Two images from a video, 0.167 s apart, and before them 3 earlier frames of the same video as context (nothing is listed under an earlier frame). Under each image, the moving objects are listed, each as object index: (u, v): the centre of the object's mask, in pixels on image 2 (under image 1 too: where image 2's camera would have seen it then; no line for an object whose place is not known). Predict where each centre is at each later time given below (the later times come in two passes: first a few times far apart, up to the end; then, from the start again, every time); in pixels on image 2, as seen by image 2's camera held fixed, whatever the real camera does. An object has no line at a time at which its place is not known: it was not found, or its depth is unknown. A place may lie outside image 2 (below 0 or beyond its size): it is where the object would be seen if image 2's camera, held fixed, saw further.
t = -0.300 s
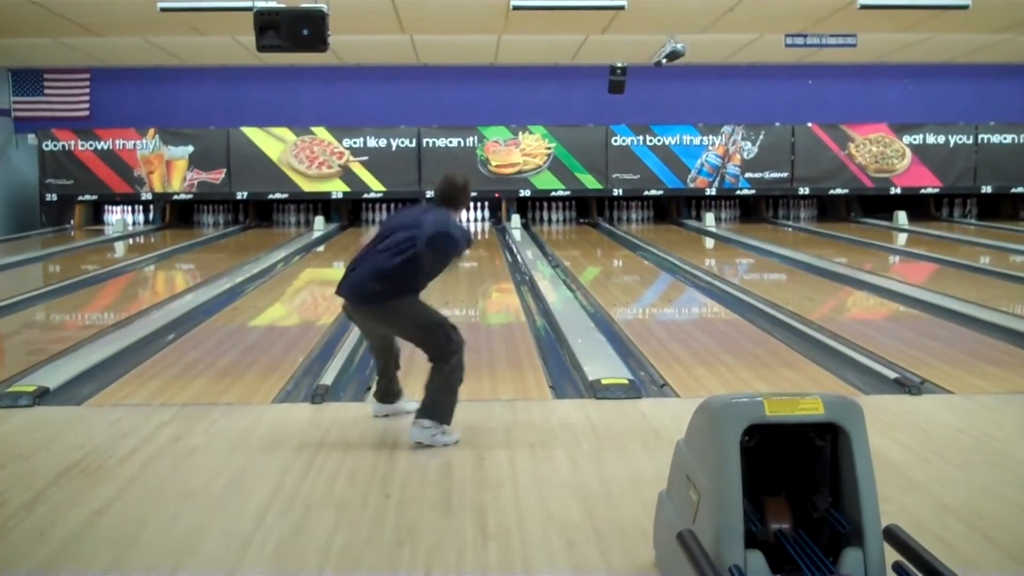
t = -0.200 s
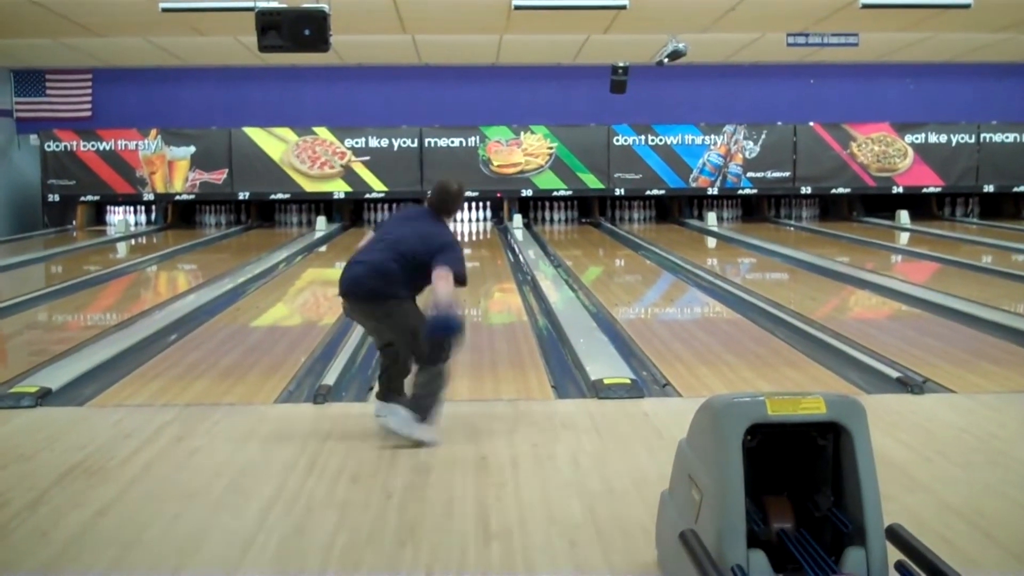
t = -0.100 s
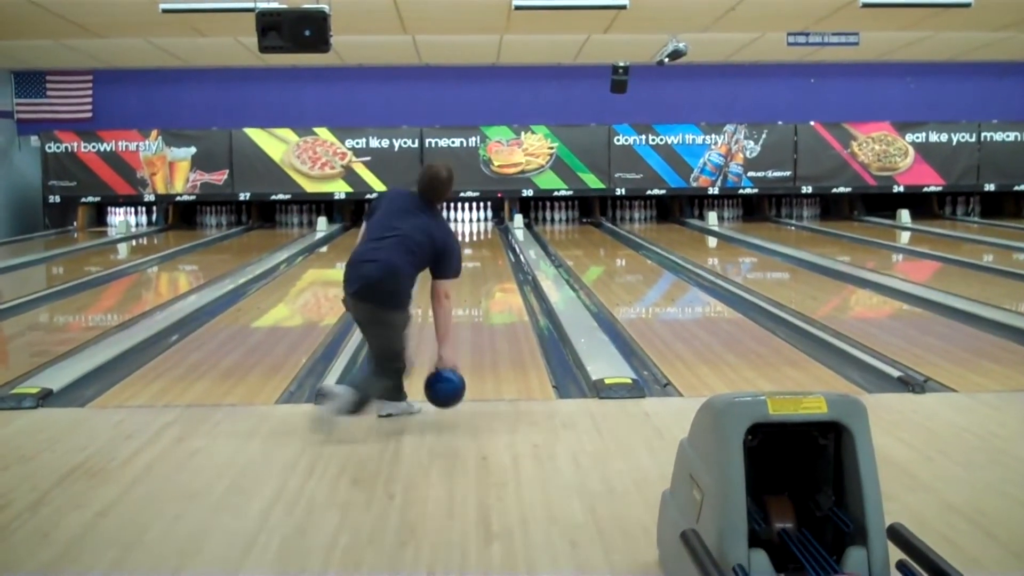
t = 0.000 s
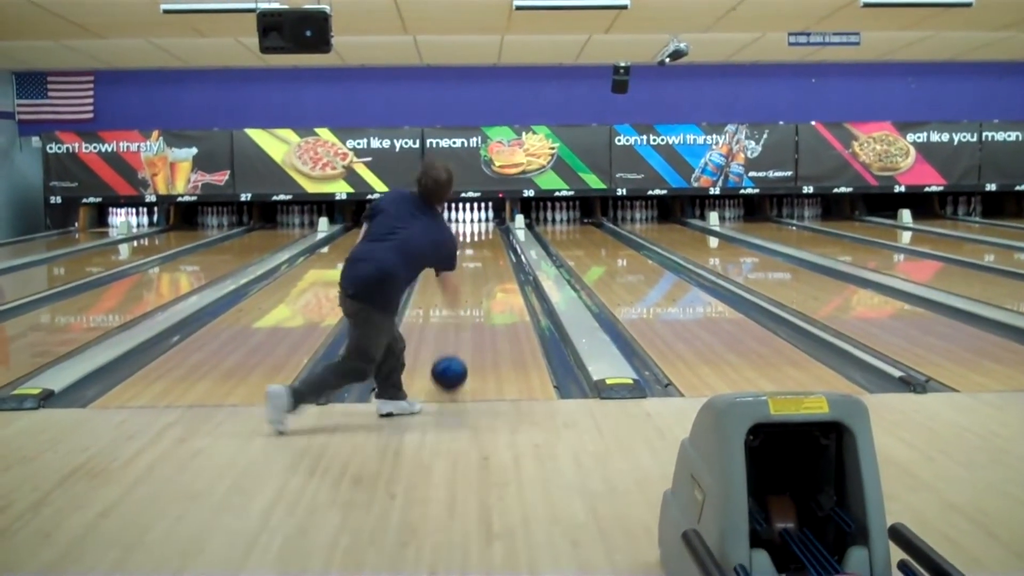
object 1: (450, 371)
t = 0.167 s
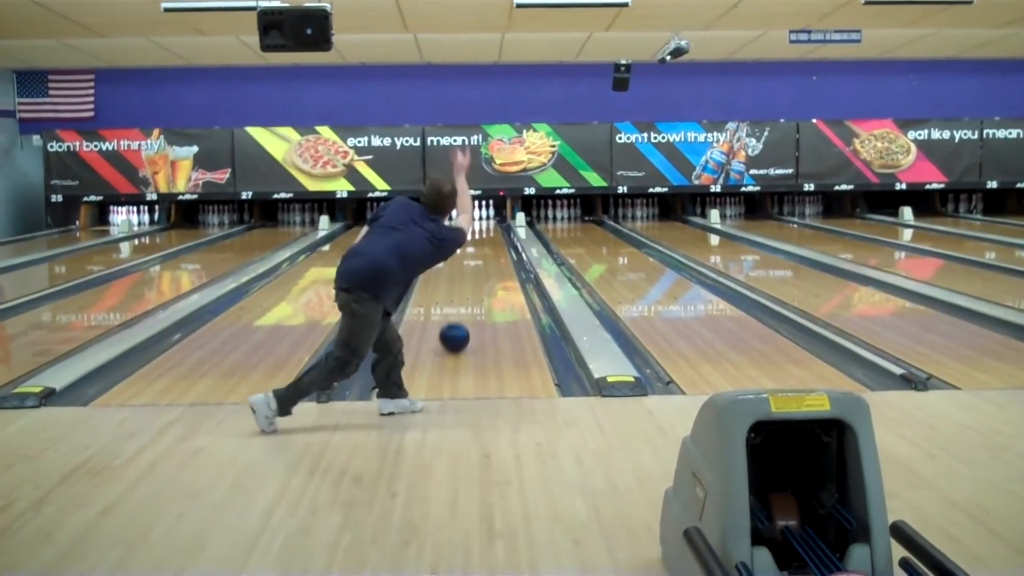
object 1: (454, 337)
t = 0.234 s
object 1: (456, 326)
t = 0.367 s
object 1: (458, 306)
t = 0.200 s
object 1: (455, 332)
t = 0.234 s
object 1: (456, 326)
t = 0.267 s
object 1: (456, 321)
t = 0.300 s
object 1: (457, 315)
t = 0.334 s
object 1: (458, 310)
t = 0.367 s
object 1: (458, 306)
